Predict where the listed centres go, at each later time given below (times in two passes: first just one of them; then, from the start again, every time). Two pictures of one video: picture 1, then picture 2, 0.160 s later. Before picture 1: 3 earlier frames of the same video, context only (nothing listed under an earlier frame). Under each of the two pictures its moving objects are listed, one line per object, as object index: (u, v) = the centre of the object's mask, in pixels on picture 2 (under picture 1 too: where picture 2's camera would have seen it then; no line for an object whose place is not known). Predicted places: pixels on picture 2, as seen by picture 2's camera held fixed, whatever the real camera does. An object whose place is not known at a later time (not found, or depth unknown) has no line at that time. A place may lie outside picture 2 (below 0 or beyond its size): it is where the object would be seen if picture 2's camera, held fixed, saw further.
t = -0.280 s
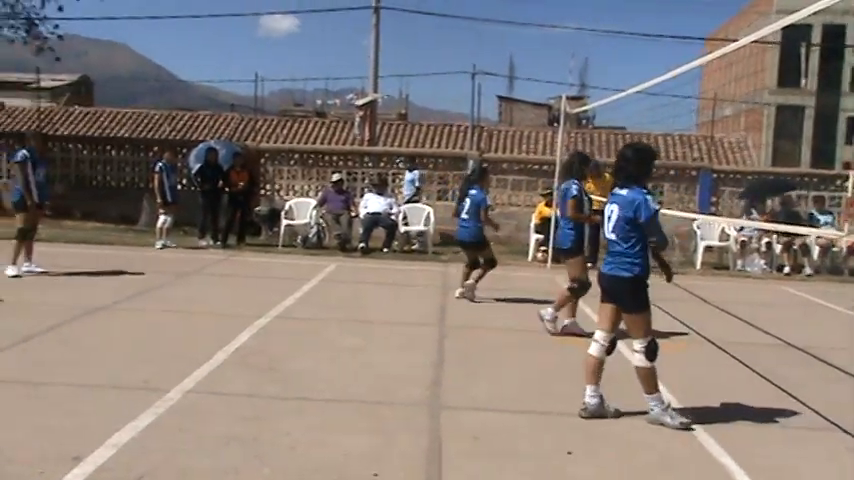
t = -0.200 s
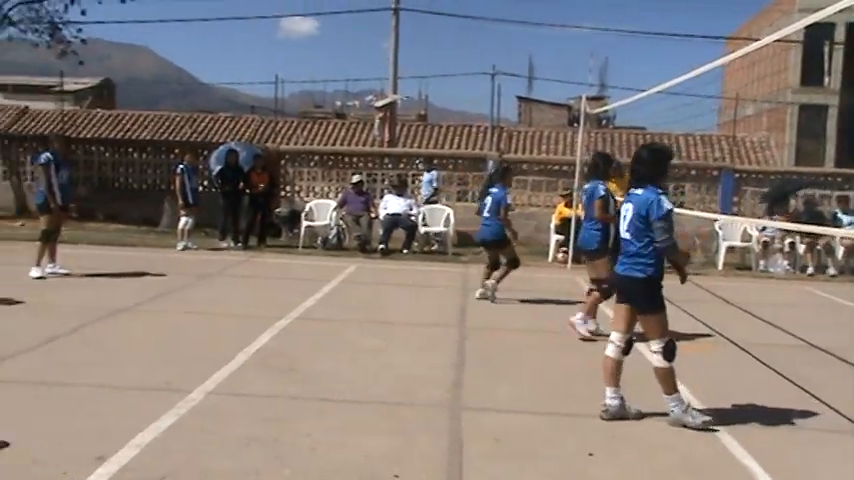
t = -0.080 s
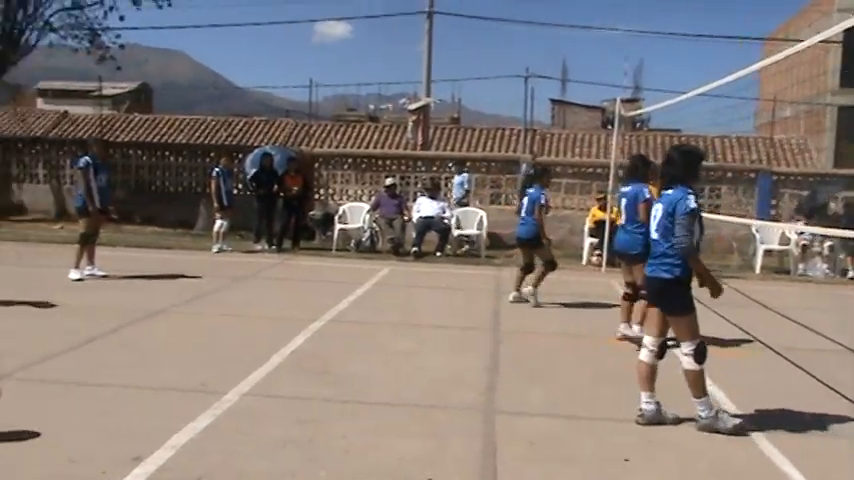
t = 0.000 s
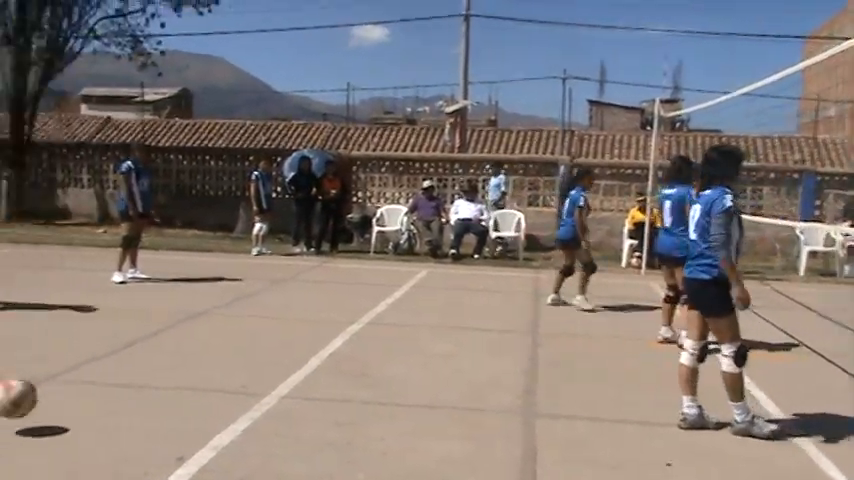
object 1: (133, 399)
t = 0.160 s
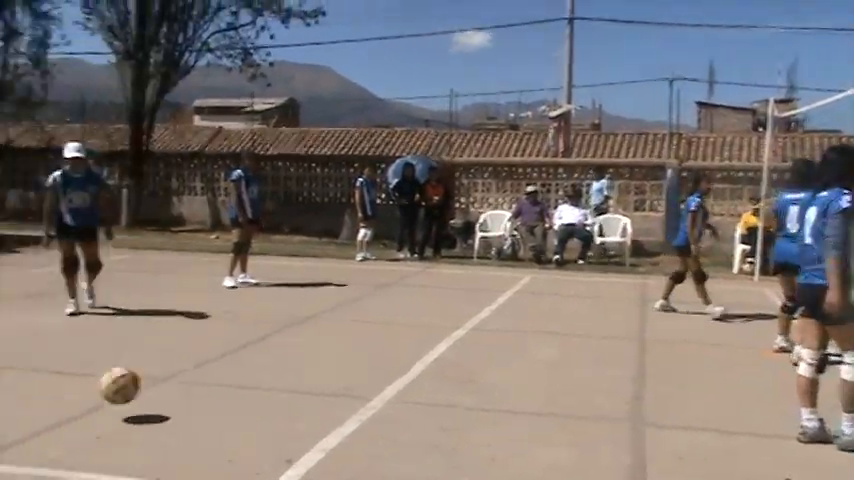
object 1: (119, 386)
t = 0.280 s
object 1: (112, 379)
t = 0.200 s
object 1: (118, 380)
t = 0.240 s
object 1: (115, 378)
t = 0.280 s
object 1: (112, 379)
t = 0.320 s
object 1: (112, 382)
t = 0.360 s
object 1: (113, 389)
